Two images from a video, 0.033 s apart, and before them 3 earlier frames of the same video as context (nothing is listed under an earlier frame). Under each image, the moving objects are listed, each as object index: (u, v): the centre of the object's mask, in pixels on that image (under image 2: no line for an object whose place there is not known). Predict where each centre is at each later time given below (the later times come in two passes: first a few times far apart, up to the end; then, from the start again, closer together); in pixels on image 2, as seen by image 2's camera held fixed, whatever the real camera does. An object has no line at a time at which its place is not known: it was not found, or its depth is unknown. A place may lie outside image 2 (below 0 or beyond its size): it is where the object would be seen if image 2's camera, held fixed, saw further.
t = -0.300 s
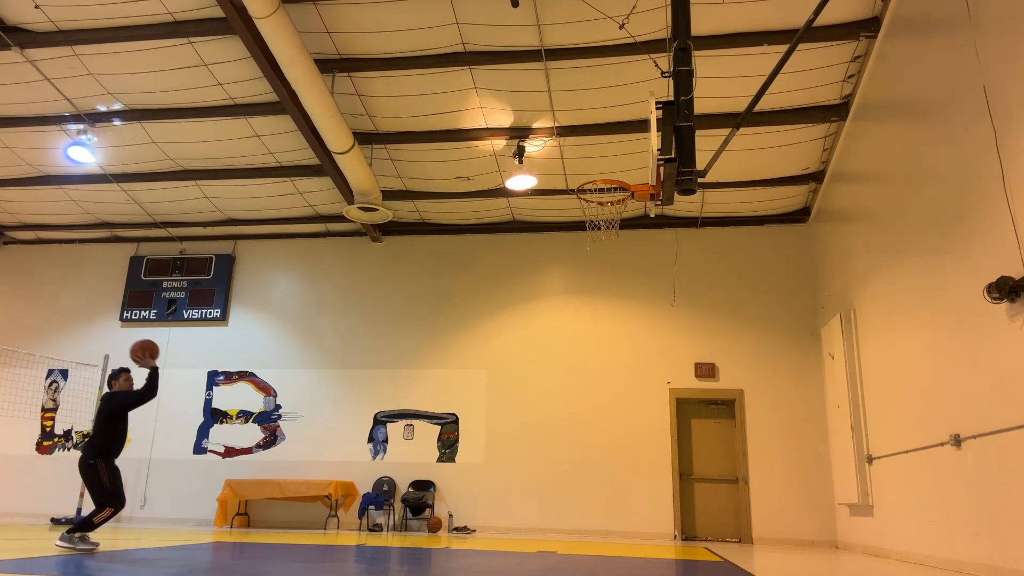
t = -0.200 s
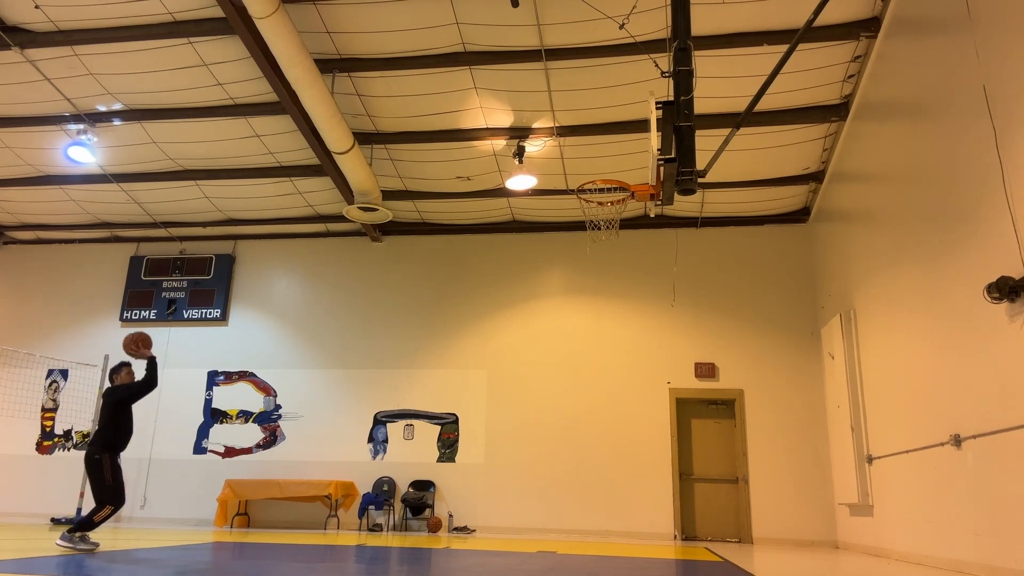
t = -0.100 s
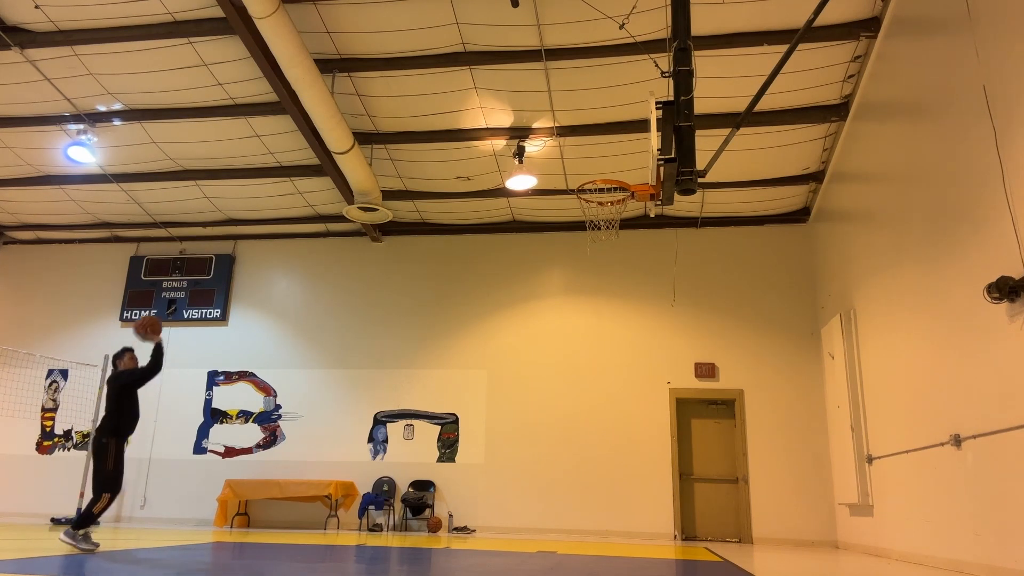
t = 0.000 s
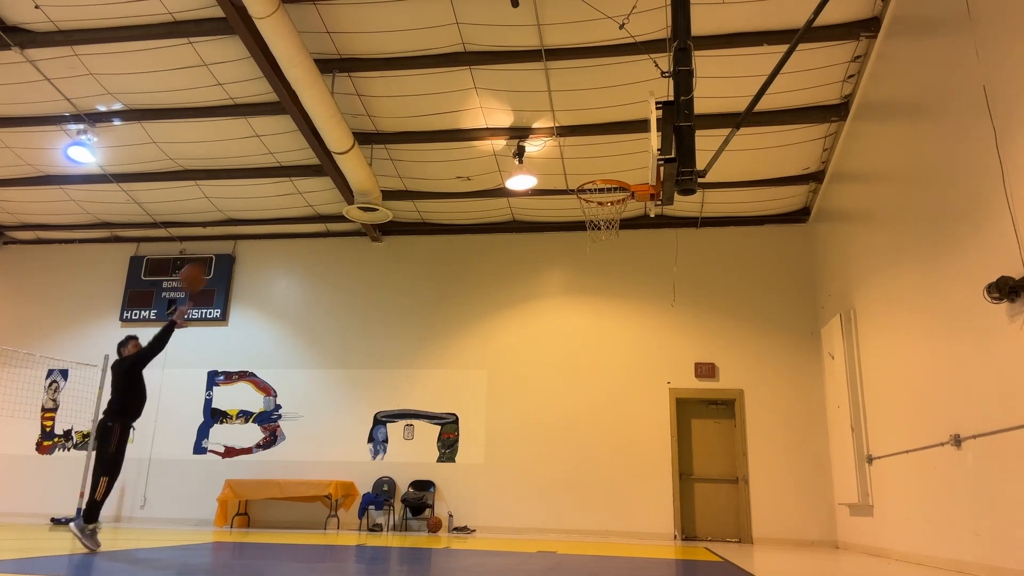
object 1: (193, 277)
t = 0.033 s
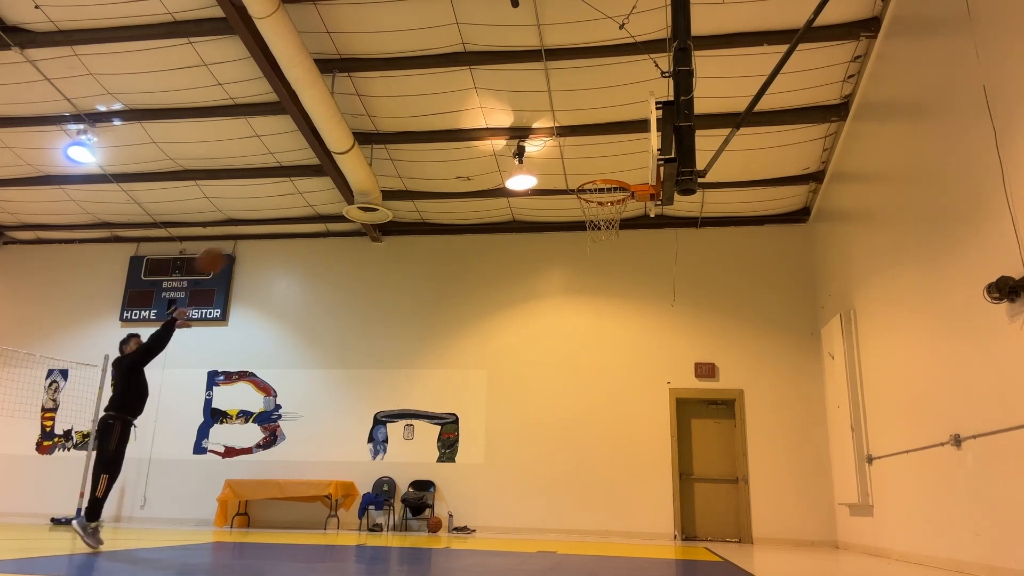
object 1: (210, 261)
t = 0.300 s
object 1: (347, 167)
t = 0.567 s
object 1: (473, 144)
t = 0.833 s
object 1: (600, 189)
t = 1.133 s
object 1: (588, 264)
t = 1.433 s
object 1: (545, 467)
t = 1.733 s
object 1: (469, 362)
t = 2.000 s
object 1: (395, 225)
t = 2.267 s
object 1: (309, 194)
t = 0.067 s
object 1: (229, 245)
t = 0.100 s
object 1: (246, 231)
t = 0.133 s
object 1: (263, 217)
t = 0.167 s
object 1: (281, 204)
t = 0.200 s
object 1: (297, 194)
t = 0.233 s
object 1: (315, 183)
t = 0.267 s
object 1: (331, 175)
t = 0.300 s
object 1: (347, 167)
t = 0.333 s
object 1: (363, 161)
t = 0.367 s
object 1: (379, 155)
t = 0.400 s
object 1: (395, 151)
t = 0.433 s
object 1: (410, 147)
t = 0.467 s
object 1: (426, 145)
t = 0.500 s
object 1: (442, 144)
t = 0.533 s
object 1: (457, 144)
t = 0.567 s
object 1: (473, 144)
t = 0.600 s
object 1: (488, 145)
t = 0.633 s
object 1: (505, 148)
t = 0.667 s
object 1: (518, 152)
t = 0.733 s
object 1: (552, 163)
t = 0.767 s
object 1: (568, 170)
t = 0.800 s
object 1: (583, 175)
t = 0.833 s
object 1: (600, 189)
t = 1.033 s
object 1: (600, 230)
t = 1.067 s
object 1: (596, 240)
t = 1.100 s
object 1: (592, 251)
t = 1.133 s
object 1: (588, 264)
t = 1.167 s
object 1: (584, 278)
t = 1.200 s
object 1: (579, 294)
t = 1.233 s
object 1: (575, 311)
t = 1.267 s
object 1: (571, 331)
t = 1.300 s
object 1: (566, 353)
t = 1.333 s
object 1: (561, 378)
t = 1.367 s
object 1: (556, 405)
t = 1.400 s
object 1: (550, 436)
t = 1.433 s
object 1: (545, 467)
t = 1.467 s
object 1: (539, 504)
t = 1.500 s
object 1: (533, 546)
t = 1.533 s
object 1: (524, 552)
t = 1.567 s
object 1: (515, 515)
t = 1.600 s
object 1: (505, 479)
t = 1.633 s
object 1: (497, 447)
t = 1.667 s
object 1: (488, 416)
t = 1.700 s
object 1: (478, 387)
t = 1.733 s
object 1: (469, 362)
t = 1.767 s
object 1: (459, 337)
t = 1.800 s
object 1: (451, 316)
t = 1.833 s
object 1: (442, 297)
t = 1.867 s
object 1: (433, 279)
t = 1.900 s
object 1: (424, 263)
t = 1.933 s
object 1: (414, 248)
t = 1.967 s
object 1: (405, 236)
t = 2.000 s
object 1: (395, 225)
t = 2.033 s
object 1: (386, 216)
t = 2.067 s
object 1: (376, 207)
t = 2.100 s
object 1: (364, 201)
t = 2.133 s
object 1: (354, 196)
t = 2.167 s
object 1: (343, 193)
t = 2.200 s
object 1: (332, 192)
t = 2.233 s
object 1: (320, 192)
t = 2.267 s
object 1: (309, 194)
